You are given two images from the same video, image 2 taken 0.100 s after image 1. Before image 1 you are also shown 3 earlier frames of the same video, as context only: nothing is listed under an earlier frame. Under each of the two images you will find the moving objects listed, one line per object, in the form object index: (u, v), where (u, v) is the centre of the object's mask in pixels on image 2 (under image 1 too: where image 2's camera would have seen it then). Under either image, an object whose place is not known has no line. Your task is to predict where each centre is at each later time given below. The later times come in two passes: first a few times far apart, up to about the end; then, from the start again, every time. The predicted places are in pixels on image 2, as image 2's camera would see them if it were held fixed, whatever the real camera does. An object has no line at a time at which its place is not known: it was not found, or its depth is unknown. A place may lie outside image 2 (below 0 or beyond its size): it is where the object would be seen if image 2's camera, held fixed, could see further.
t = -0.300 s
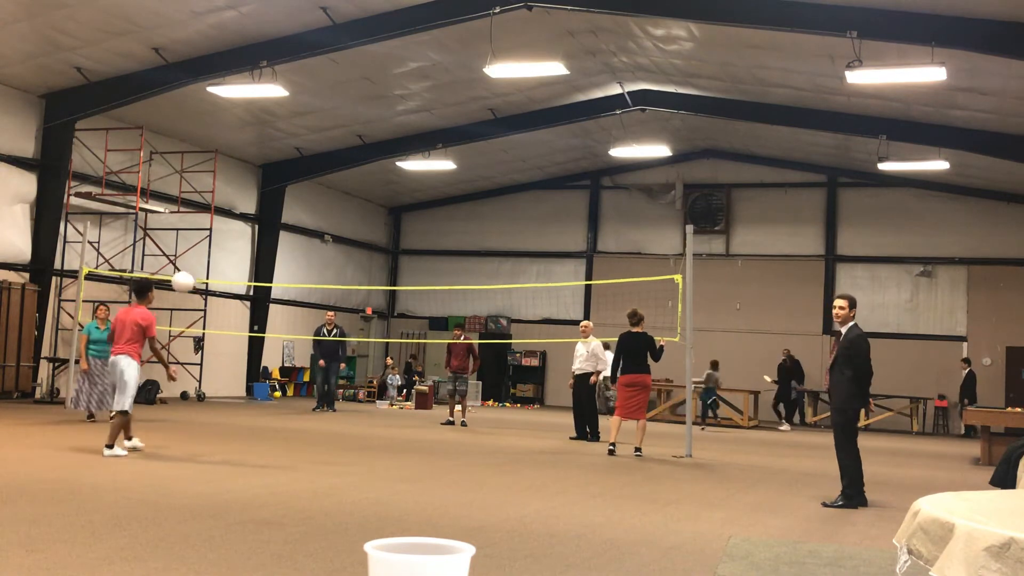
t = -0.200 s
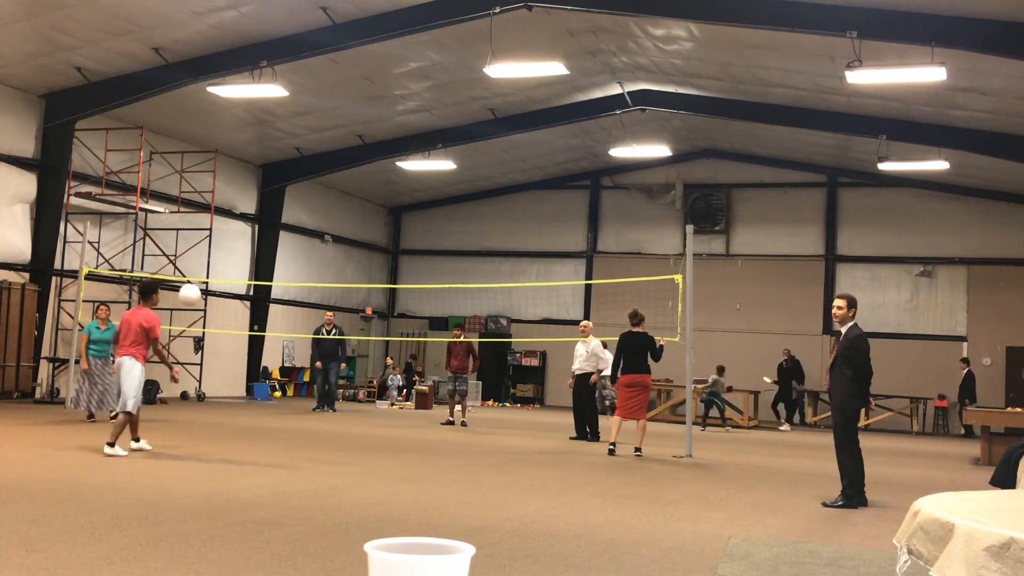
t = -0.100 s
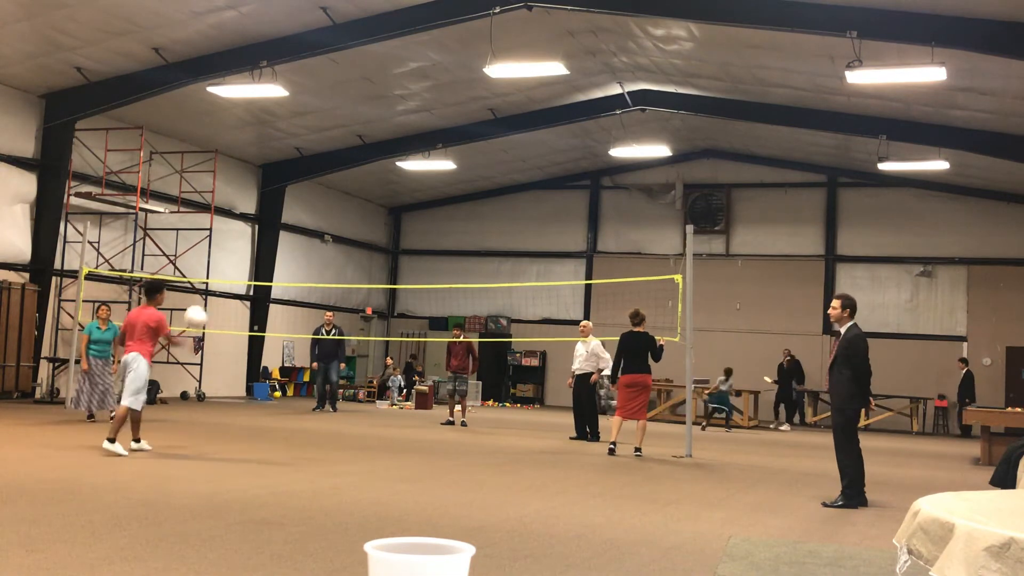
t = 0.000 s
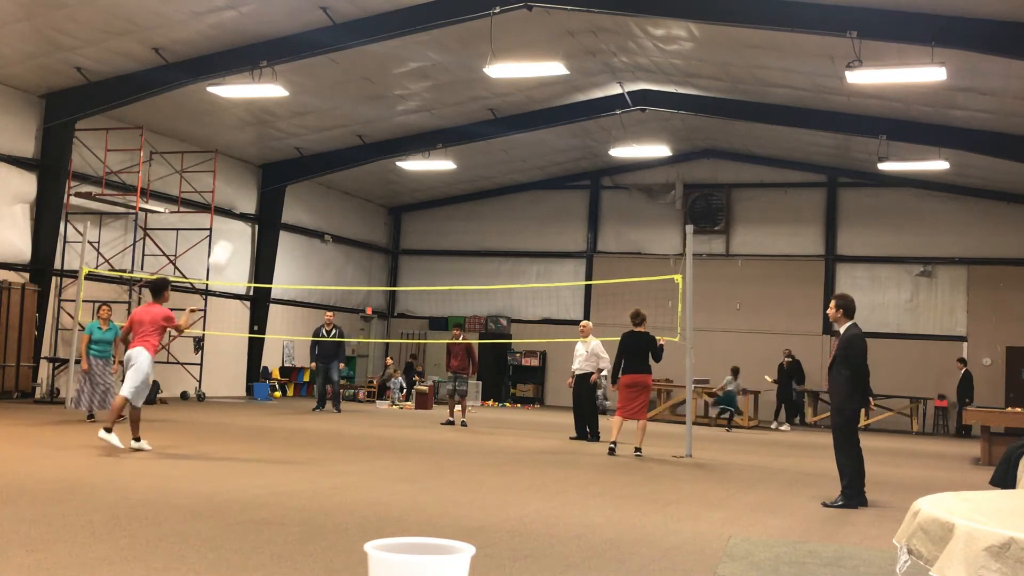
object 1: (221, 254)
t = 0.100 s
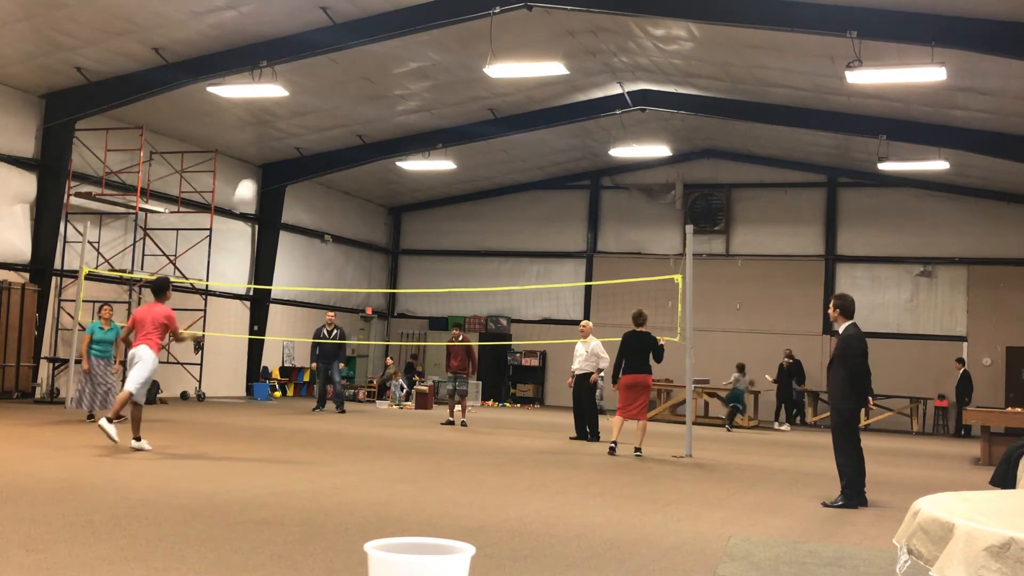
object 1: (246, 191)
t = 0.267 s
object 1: (288, 118)
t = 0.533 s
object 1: (327, 71)
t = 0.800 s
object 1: (360, 78)
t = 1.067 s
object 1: (385, 128)
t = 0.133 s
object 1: (253, 174)
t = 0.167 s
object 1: (261, 159)
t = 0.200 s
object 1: (268, 145)
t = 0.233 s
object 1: (276, 131)
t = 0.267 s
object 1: (288, 118)
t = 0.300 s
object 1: (292, 108)
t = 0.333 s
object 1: (295, 101)
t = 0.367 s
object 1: (301, 93)
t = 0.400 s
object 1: (306, 87)
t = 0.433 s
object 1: (312, 81)
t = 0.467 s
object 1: (317, 77)
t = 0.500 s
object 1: (322, 74)
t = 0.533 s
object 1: (327, 71)
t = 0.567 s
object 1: (331, 69)
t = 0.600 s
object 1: (336, 68)
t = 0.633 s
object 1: (340, 67)
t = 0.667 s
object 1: (345, 68)
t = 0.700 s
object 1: (349, 69)
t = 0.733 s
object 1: (353, 71)
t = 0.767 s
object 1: (356, 74)
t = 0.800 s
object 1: (360, 78)
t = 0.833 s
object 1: (363, 82)
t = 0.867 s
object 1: (367, 86)
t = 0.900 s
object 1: (370, 92)
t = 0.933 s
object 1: (374, 98)
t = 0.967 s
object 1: (377, 105)
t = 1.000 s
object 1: (380, 111)
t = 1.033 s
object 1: (382, 120)
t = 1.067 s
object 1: (385, 128)
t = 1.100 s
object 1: (388, 137)
